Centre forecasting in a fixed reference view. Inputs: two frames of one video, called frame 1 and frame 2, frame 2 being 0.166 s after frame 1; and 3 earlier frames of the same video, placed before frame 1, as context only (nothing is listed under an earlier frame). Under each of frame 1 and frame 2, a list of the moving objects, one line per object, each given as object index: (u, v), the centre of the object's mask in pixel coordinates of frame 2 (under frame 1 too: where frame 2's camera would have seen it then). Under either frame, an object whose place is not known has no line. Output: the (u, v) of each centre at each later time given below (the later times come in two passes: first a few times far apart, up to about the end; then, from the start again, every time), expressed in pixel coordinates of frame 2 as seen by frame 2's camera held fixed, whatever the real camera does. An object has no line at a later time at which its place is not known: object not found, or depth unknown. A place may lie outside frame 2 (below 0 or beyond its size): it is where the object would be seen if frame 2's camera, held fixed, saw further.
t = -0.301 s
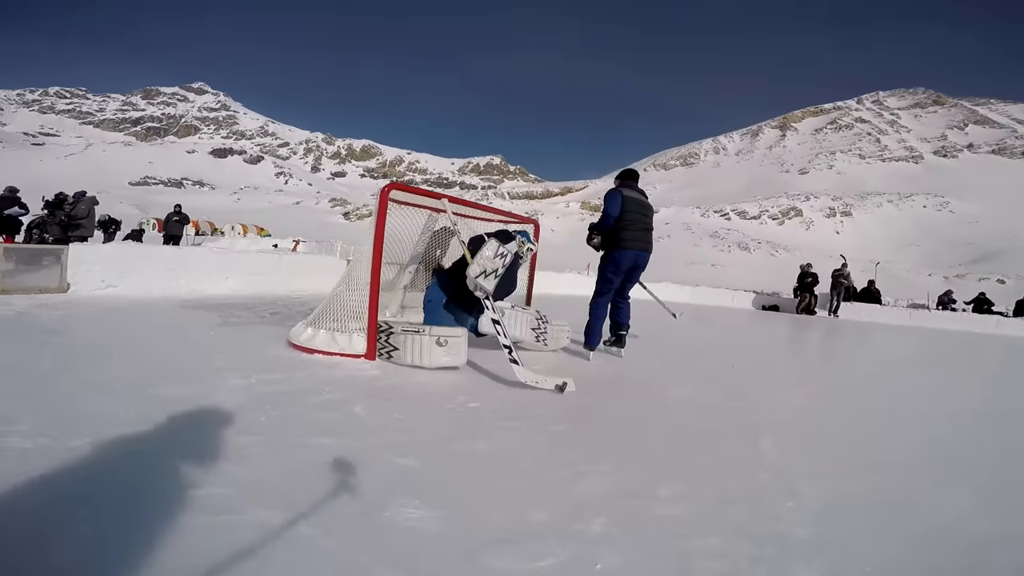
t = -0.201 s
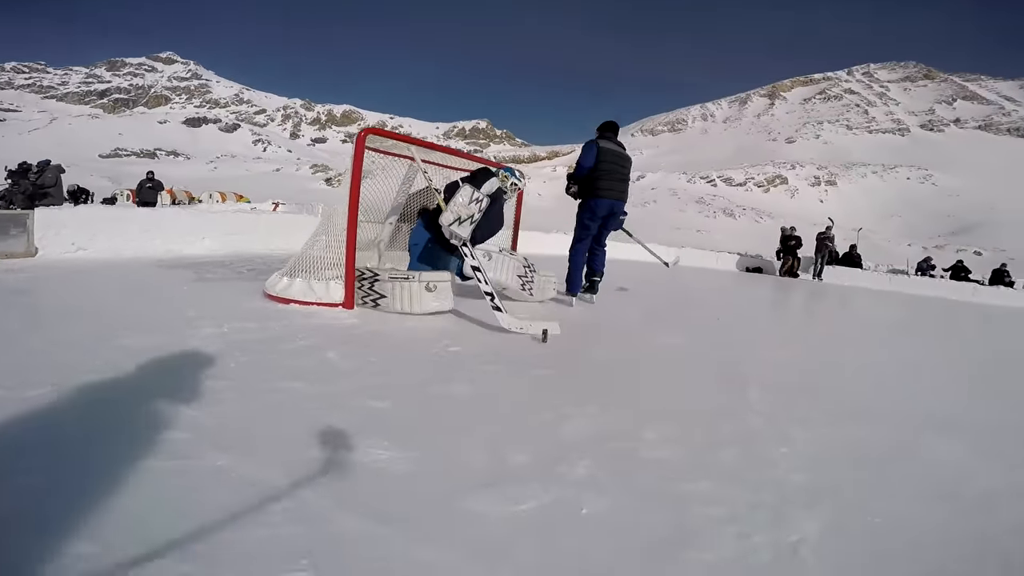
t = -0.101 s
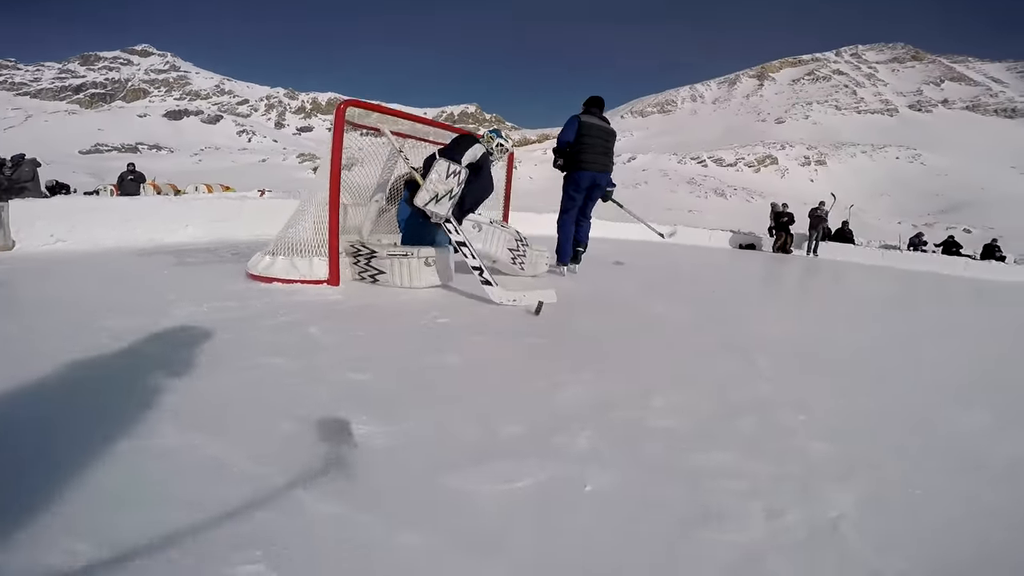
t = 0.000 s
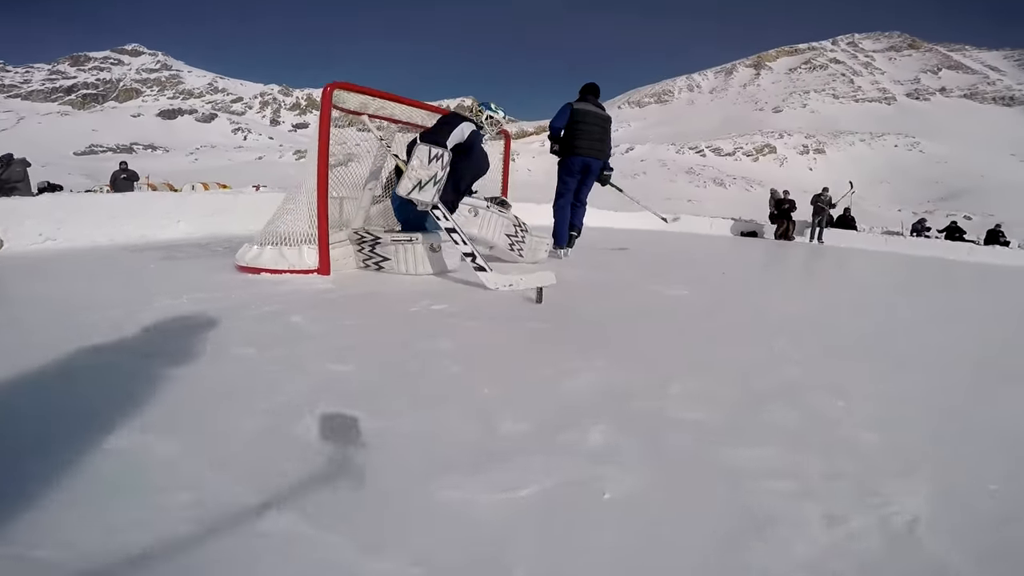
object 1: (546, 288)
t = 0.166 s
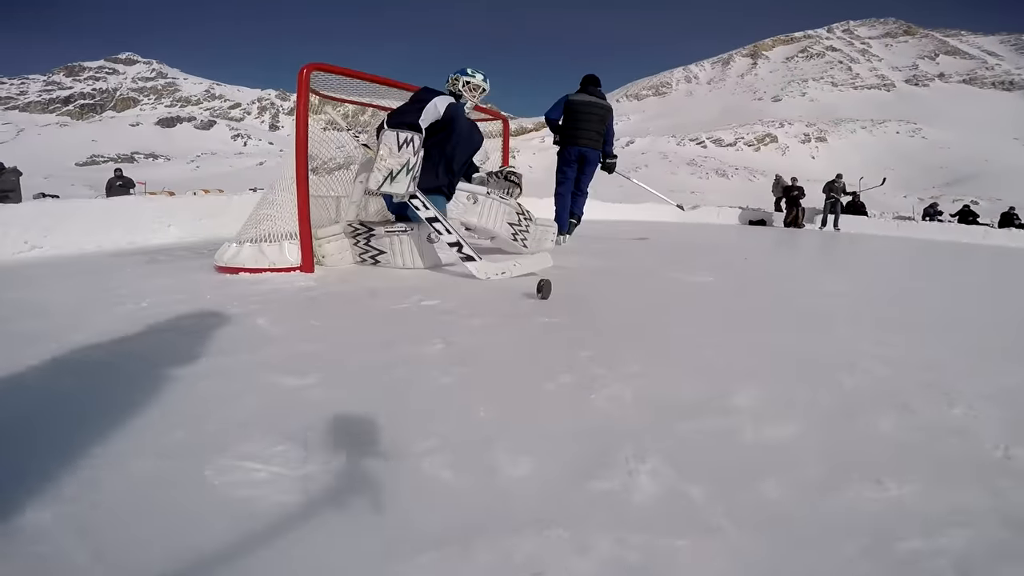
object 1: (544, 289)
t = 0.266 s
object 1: (540, 292)
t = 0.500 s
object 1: (522, 294)
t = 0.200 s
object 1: (543, 290)
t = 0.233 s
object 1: (542, 291)
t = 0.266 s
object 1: (540, 292)
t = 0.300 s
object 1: (539, 293)
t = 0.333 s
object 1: (536, 293)
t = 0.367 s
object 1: (533, 294)
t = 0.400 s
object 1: (531, 294)
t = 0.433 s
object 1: (528, 294)
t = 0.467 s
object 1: (525, 294)
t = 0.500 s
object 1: (522, 294)
